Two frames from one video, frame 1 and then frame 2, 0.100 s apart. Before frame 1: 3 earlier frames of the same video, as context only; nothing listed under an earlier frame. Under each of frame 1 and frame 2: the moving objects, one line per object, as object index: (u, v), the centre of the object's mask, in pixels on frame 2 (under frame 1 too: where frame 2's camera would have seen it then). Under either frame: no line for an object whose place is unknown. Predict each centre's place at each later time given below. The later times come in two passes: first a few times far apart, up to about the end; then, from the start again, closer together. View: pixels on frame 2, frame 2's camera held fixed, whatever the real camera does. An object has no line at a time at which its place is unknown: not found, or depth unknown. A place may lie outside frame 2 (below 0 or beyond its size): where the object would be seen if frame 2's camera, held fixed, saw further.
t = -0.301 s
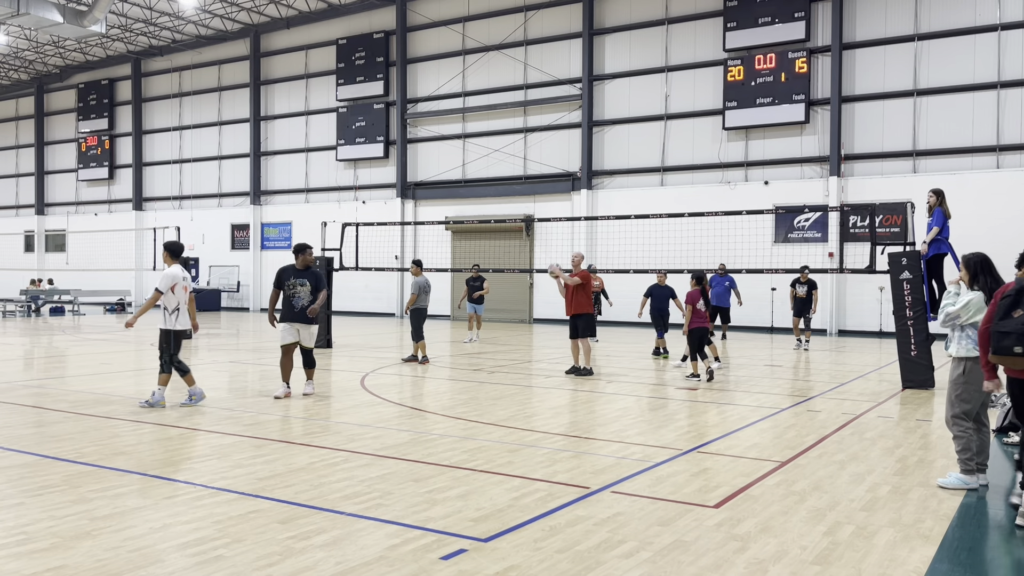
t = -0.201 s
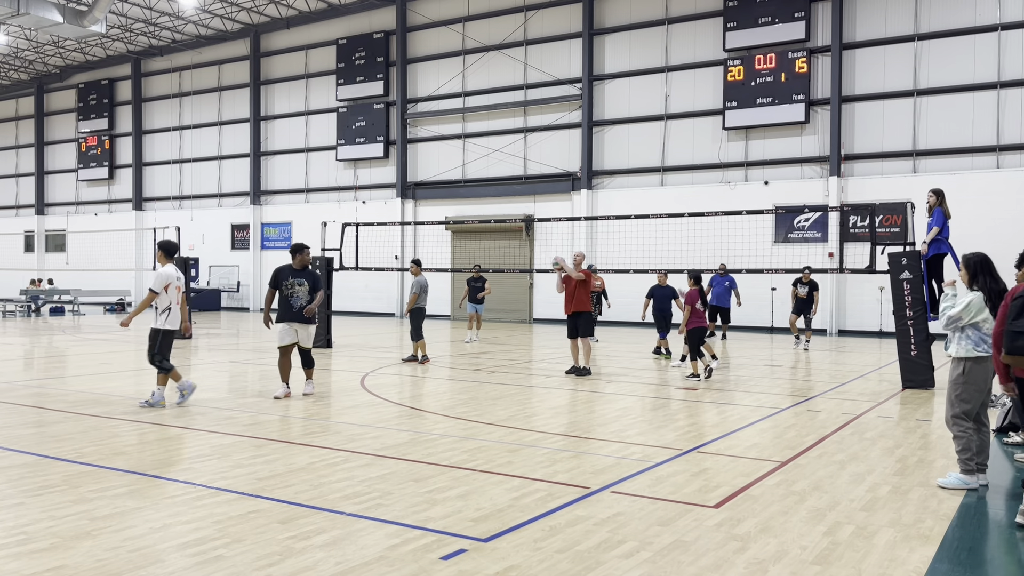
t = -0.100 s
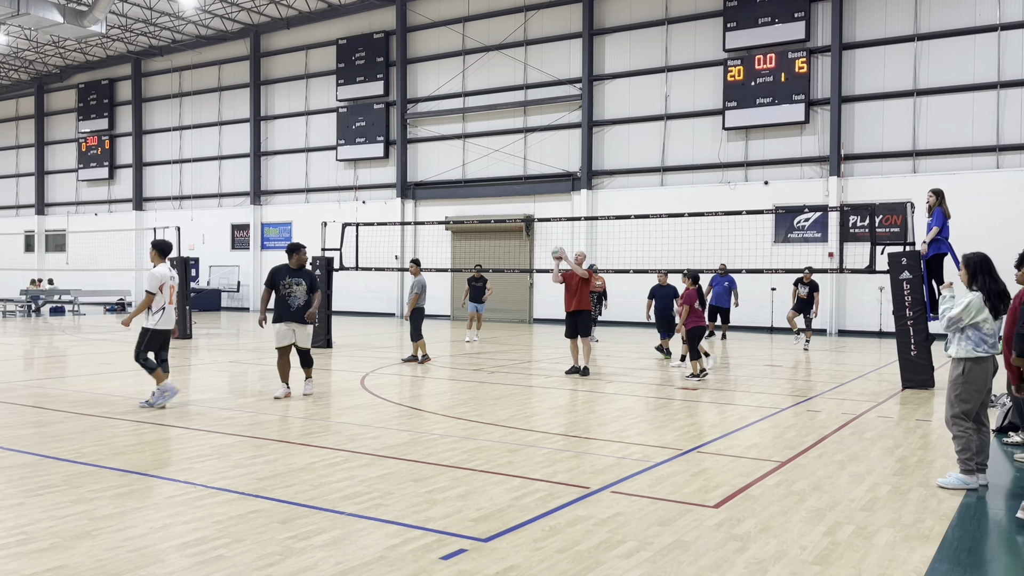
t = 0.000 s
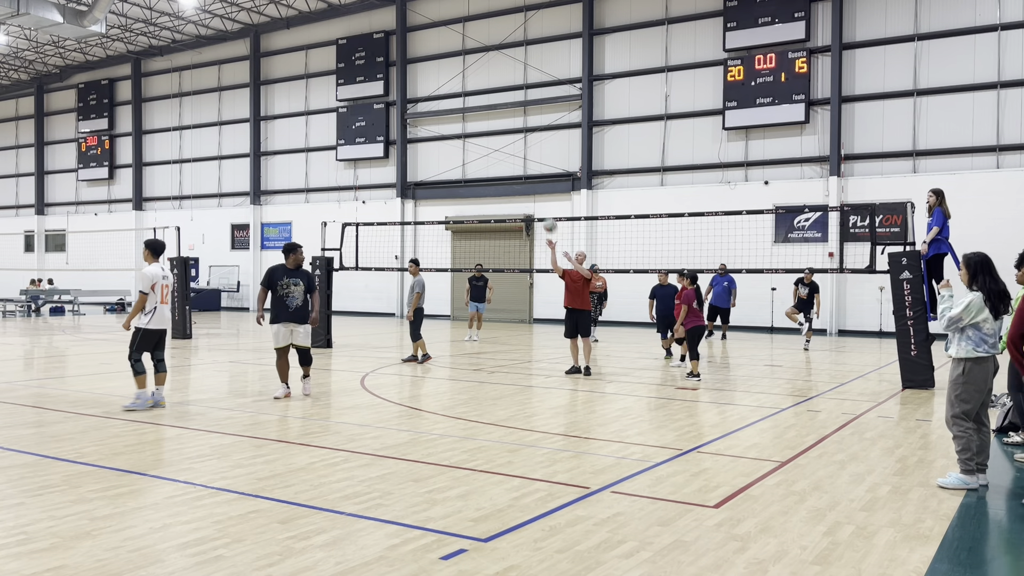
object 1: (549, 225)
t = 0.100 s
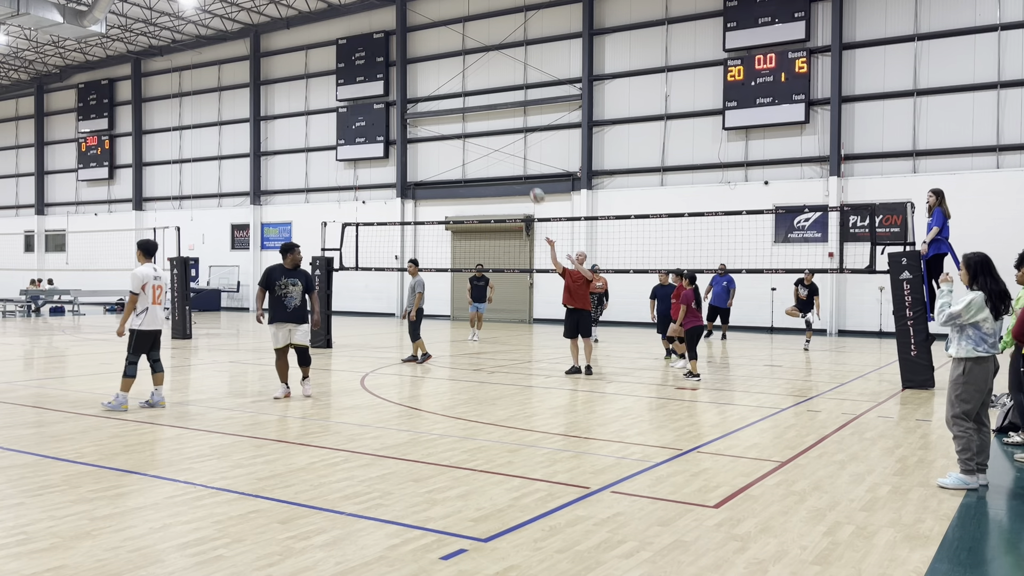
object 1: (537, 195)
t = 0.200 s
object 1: (524, 173)
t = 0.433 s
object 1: (491, 142)
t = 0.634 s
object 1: (460, 147)
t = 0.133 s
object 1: (533, 188)
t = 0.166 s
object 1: (528, 180)
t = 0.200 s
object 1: (524, 173)
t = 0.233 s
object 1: (519, 166)
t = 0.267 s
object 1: (515, 161)
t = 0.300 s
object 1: (510, 156)
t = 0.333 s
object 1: (505, 151)
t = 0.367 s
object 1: (501, 148)
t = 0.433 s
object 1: (491, 142)
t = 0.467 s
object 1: (486, 141)
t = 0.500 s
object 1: (481, 140)
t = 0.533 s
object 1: (476, 140)
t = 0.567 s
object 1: (470, 142)
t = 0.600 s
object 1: (465, 144)
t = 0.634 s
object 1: (460, 147)
